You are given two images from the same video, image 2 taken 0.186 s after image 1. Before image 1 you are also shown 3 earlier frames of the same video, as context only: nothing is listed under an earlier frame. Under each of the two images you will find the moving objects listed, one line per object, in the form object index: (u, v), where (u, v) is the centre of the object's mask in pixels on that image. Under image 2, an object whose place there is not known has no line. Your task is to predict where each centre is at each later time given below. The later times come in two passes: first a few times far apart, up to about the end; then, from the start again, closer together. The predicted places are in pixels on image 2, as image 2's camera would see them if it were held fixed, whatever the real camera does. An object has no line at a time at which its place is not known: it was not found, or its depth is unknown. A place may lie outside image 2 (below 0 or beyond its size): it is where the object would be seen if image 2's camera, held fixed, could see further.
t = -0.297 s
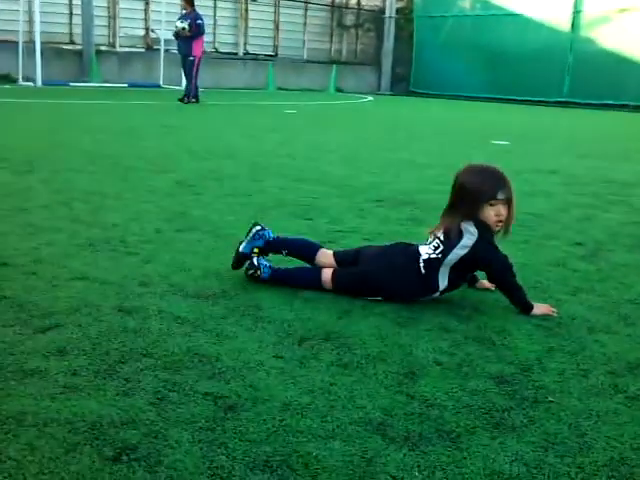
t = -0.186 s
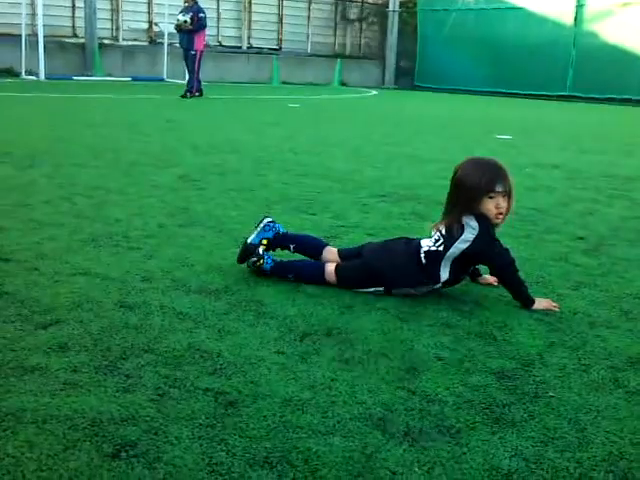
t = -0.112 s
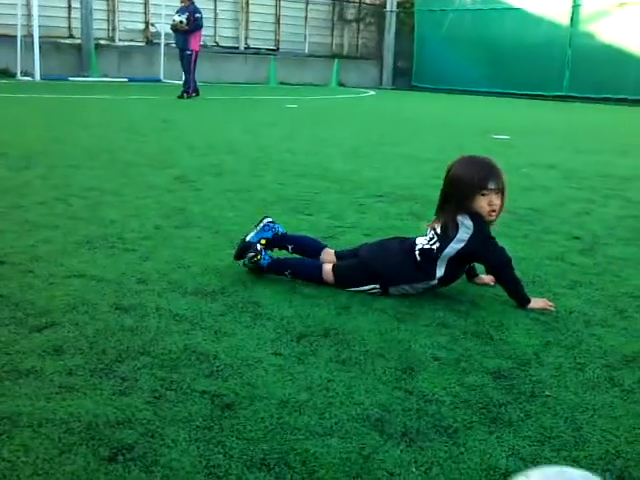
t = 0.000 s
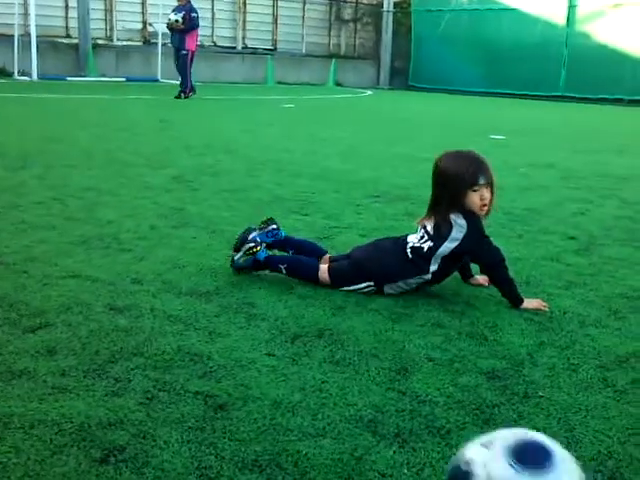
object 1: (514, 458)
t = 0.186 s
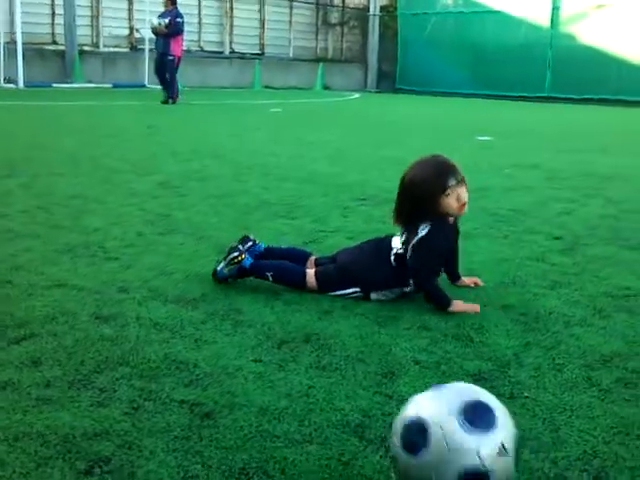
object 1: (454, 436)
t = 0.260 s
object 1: (440, 424)
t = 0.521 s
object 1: (403, 381)
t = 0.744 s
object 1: (379, 347)
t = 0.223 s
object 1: (447, 430)
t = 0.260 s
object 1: (440, 424)
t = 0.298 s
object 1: (436, 420)
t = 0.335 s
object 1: (430, 413)
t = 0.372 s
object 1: (423, 405)
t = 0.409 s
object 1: (417, 398)
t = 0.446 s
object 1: (413, 394)
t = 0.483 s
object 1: (408, 388)
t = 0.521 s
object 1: (403, 381)
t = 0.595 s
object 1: (396, 371)
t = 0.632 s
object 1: (391, 365)
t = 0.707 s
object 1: (384, 353)
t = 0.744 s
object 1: (379, 347)
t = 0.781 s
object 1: (376, 341)
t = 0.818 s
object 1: (373, 336)
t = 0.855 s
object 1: (370, 333)
